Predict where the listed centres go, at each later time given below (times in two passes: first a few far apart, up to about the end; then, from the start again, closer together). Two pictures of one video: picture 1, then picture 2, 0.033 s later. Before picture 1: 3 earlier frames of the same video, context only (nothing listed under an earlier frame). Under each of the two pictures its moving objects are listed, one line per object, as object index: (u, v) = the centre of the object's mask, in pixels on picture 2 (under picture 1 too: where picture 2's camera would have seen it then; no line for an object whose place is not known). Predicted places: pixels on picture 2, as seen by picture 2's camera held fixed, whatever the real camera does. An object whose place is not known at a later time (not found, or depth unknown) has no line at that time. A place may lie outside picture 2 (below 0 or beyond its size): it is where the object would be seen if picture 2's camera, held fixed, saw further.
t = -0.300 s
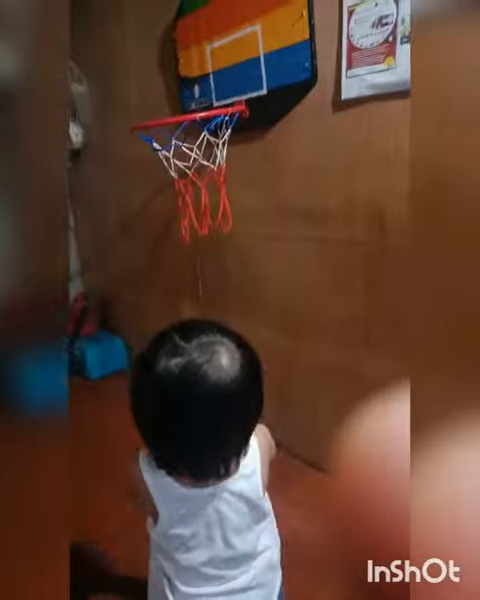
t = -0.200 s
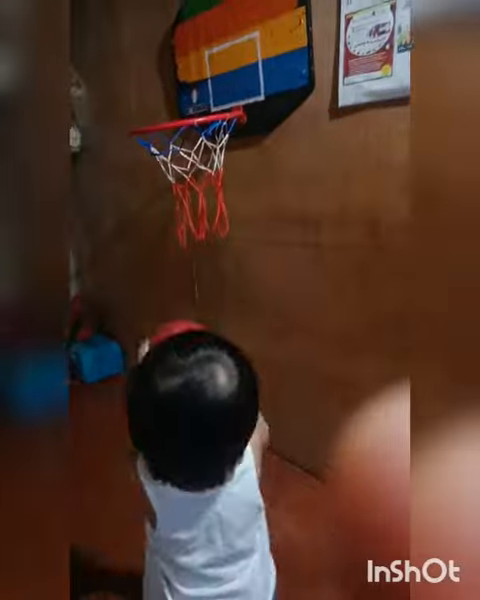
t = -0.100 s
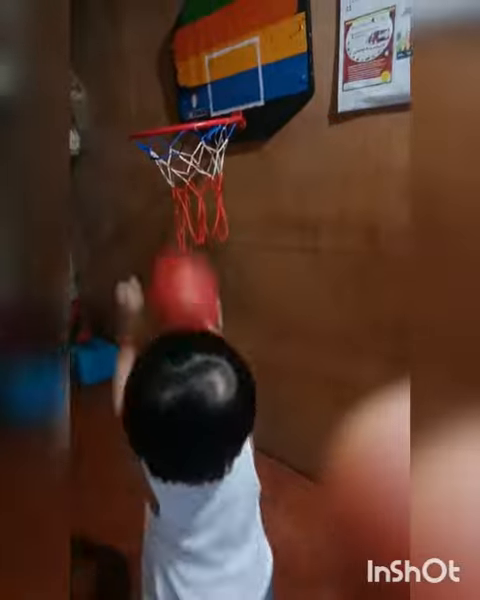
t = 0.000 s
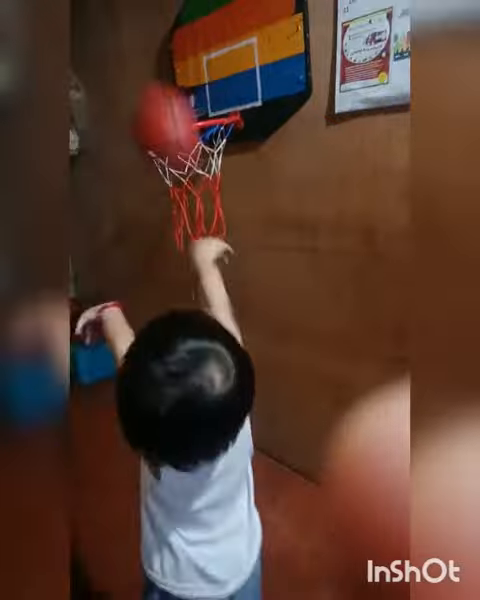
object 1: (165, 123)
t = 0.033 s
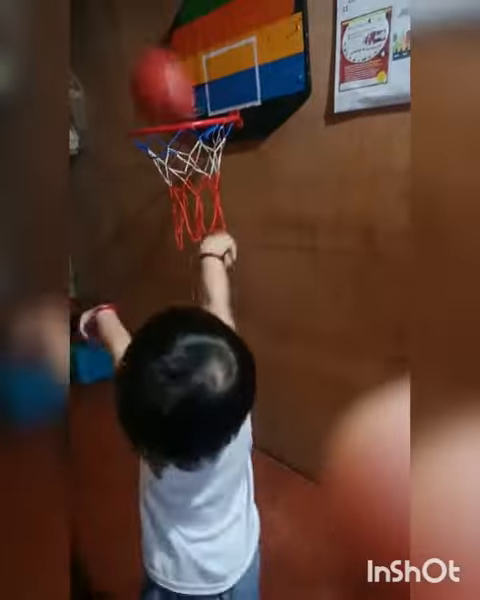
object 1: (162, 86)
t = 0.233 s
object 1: (159, 23)
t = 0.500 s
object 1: (157, 77)
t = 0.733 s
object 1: (146, 125)
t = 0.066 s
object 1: (162, 57)
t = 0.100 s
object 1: (161, 35)
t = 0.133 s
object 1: (161, 24)
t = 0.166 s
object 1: (161, 19)
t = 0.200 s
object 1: (160, 20)
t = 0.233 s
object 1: (159, 23)
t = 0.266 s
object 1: (159, 29)
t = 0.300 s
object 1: (161, 41)
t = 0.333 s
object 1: (162, 58)
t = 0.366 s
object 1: (164, 78)
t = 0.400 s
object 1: (167, 98)
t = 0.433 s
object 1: (165, 95)
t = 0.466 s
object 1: (160, 83)
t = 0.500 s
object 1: (157, 77)
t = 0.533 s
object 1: (155, 74)
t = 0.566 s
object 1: (154, 75)
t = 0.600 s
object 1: (151, 80)
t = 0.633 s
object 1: (149, 88)
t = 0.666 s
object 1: (148, 100)
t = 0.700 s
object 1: (147, 112)
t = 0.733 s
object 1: (146, 125)
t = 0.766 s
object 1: (141, 161)
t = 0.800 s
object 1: (147, 182)
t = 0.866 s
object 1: (148, 203)
